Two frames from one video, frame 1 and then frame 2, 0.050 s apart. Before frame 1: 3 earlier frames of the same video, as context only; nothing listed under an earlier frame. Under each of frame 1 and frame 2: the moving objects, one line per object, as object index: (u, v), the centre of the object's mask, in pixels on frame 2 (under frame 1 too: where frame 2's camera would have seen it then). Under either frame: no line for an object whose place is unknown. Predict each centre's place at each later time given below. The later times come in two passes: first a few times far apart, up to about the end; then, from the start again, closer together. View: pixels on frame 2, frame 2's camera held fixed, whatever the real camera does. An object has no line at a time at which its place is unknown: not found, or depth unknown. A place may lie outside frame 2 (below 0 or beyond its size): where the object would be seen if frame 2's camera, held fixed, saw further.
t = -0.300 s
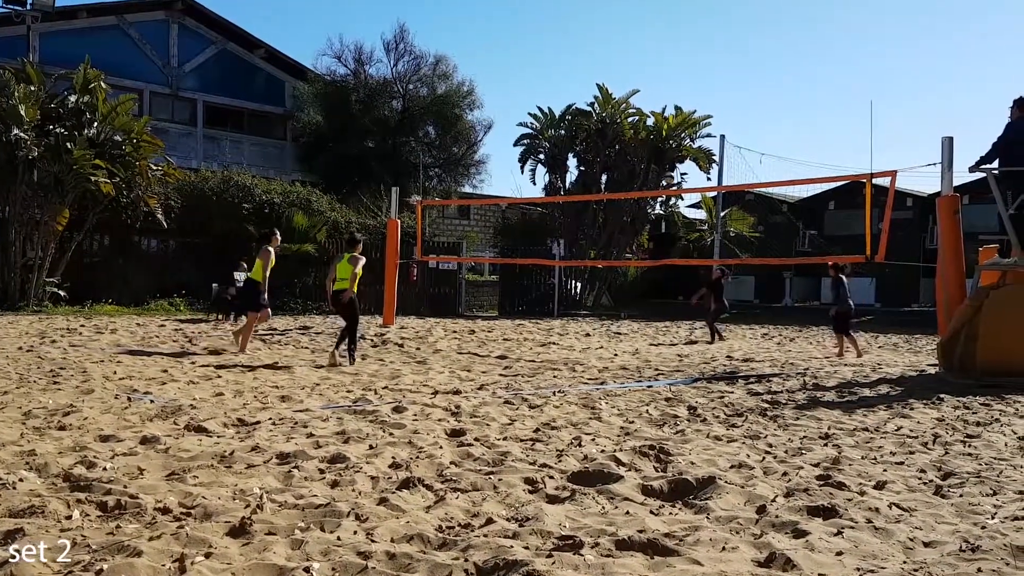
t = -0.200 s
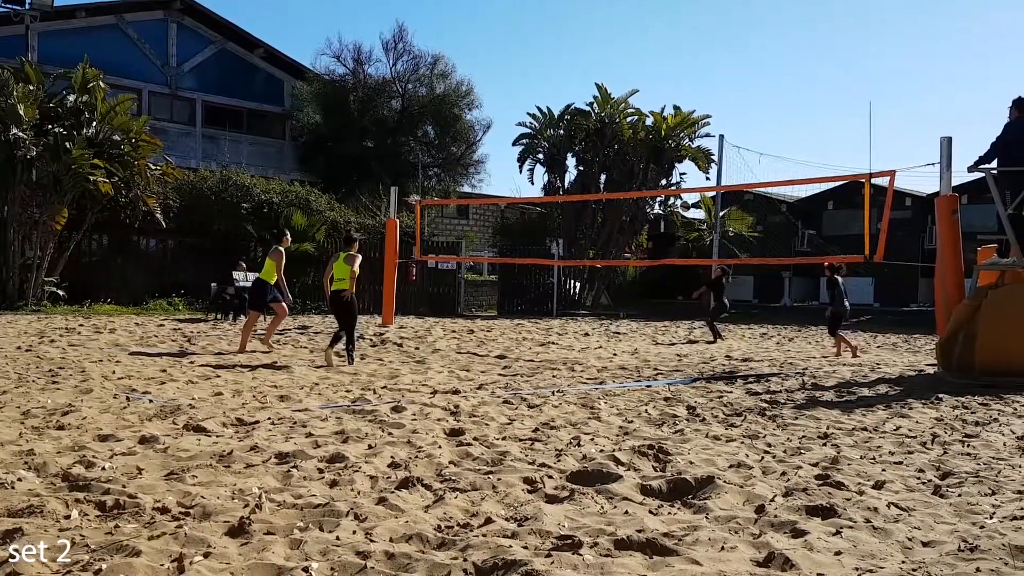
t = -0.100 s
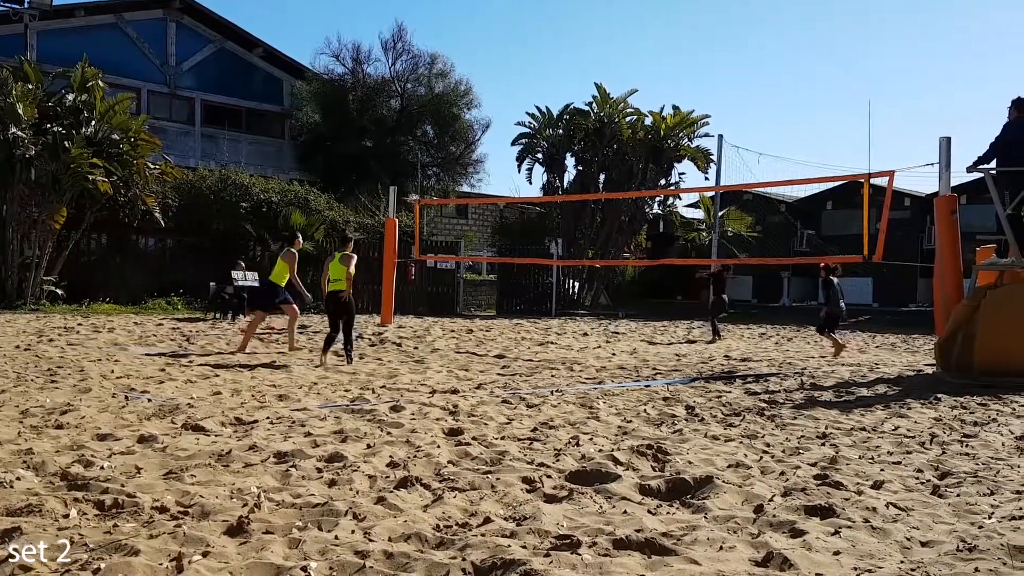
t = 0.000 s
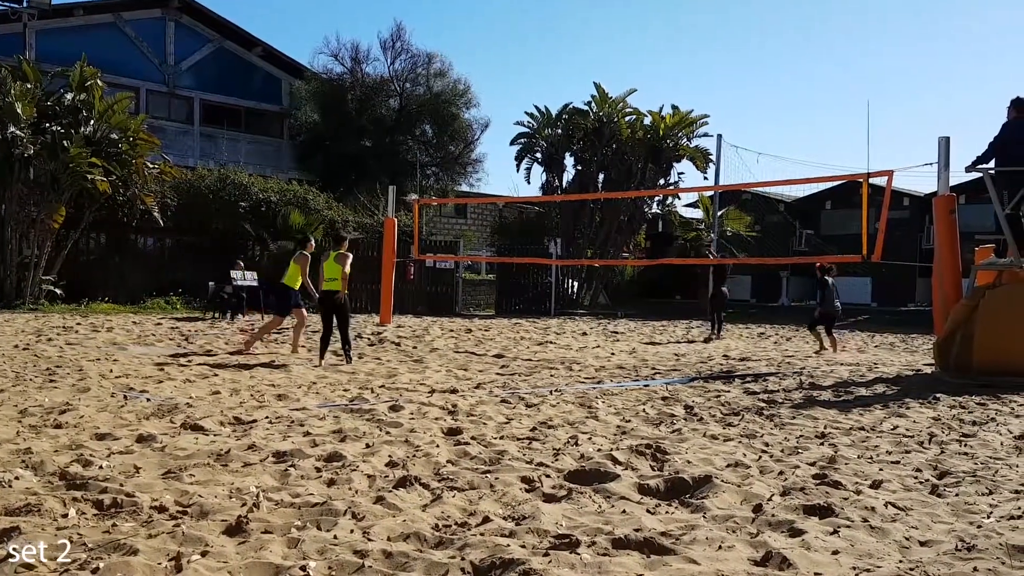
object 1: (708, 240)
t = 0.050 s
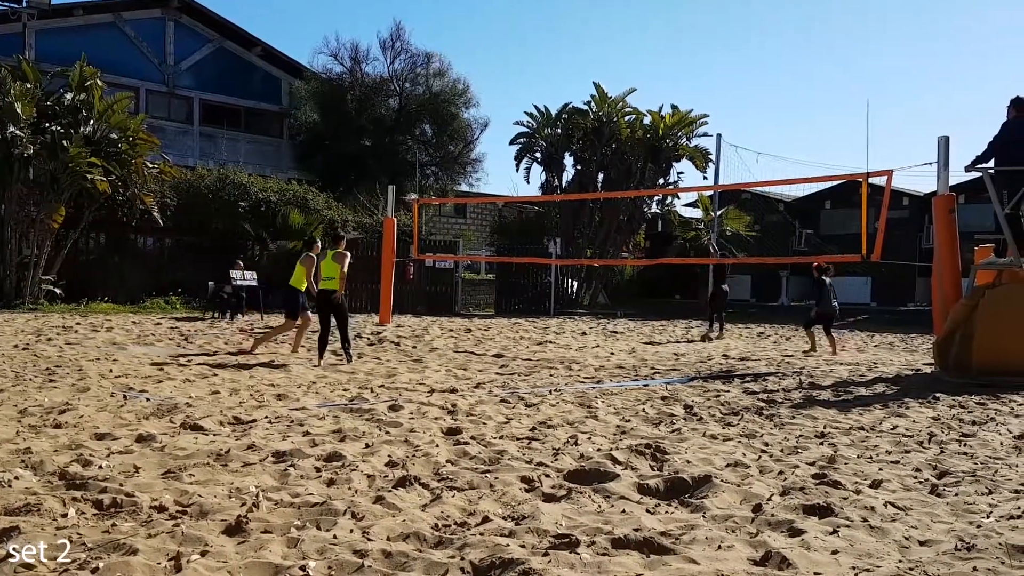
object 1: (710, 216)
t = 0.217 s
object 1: (709, 155)
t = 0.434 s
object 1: (707, 90)
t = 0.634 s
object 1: (705, 51)
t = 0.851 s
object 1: (702, 31)
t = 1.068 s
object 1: (698, 39)
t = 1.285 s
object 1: (693, 75)
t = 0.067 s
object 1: (709, 210)
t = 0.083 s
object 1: (710, 202)
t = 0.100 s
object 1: (709, 195)
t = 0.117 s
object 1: (709, 195)
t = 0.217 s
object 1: (709, 155)
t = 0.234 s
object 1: (709, 149)
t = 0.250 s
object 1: (709, 143)
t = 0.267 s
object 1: (708, 138)
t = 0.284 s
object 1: (708, 132)
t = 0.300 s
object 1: (709, 128)
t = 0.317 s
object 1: (709, 123)
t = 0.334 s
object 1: (708, 117)
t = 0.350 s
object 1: (708, 113)
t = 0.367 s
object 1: (708, 108)
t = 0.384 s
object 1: (708, 103)
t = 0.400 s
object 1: (707, 99)
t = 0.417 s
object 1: (707, 94)
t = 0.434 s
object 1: (707, 90)
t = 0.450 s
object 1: (707, 86)
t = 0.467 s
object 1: (707, 82)
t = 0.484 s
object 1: (707, 79)
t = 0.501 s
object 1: (706, 75)
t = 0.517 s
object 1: (706, 72)
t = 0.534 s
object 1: (706, 68)
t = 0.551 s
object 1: (706, 65)
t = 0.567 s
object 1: (705, 62)
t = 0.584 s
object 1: (705, 59)
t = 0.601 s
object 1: (705, 56)
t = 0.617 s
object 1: (705, 54)
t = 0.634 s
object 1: (705, 51)
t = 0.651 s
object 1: (704, 49)
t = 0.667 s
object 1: (704, 46)
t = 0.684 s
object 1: (704, 44)
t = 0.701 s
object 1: (704, 42)
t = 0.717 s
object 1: (704, 41)
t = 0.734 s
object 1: (704, 39)
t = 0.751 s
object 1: (703, 37)
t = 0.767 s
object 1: (703, 36)
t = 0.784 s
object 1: (703, 35)
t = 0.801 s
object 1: (703, 34)
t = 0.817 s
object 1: (702, 33)
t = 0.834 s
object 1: (702, 32)
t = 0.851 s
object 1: (702, 31)
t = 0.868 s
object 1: (702, 31)
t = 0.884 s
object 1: (702, 31)
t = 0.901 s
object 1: (701, 31)
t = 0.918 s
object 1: (701, 31)
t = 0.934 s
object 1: (701, 31)
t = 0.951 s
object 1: (701, 32)
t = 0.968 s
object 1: (700, 32)
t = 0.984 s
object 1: (700, 33)
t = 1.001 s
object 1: (700, 34)
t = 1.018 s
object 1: (700, 35)
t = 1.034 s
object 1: (699, 36)
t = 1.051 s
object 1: (699, 38)
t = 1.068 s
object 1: (698, 39)
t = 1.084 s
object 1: (698, 41)
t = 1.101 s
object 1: (698, 43)
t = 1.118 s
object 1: (697, 45)
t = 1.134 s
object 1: (697, 47)
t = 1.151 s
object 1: (696, 49)
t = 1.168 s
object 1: (696, 52)
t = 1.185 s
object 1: (695, 55)
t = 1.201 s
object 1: (695, 58)
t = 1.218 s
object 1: (695, 61)
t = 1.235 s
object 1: (694, 64)
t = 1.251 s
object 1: (693, 67)
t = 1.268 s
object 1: (693, 71)
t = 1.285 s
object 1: (693, 75)
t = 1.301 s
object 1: (692, 79)
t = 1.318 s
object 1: (692, 83)
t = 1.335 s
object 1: (691, 87)
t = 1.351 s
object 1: (691, 91)
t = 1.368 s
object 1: (690, 96)
